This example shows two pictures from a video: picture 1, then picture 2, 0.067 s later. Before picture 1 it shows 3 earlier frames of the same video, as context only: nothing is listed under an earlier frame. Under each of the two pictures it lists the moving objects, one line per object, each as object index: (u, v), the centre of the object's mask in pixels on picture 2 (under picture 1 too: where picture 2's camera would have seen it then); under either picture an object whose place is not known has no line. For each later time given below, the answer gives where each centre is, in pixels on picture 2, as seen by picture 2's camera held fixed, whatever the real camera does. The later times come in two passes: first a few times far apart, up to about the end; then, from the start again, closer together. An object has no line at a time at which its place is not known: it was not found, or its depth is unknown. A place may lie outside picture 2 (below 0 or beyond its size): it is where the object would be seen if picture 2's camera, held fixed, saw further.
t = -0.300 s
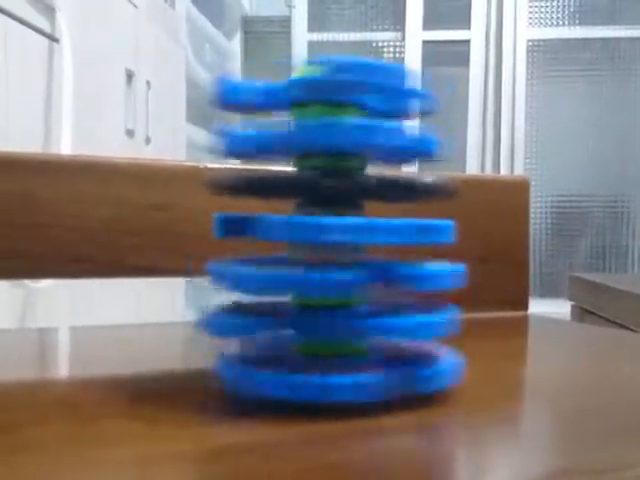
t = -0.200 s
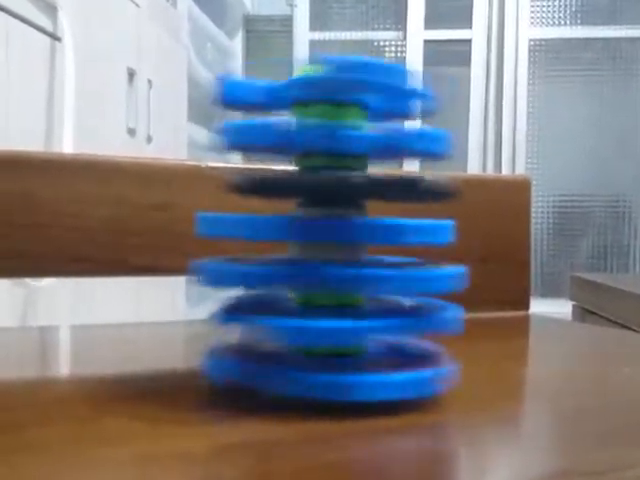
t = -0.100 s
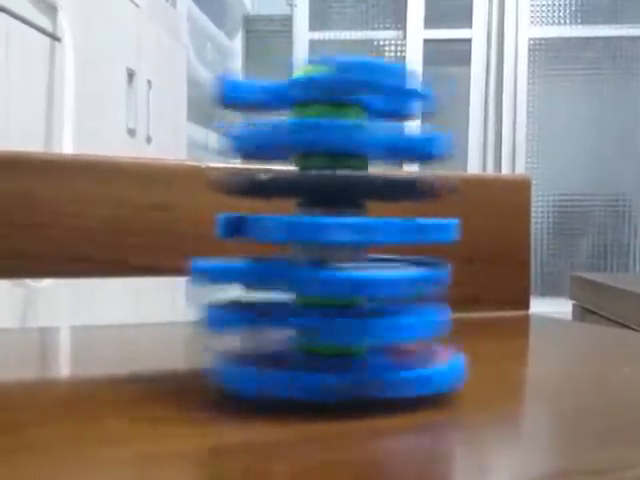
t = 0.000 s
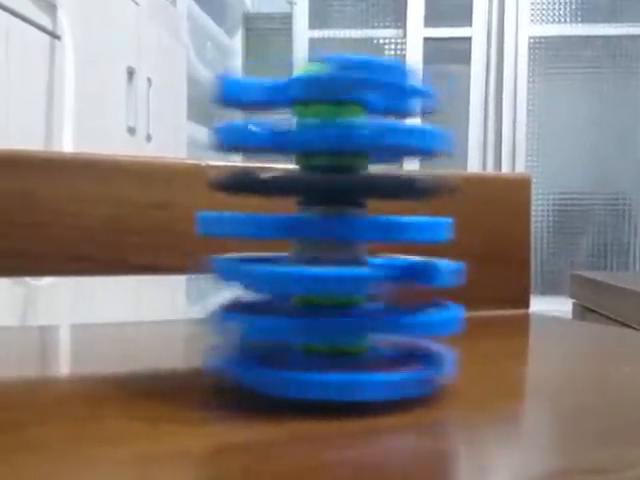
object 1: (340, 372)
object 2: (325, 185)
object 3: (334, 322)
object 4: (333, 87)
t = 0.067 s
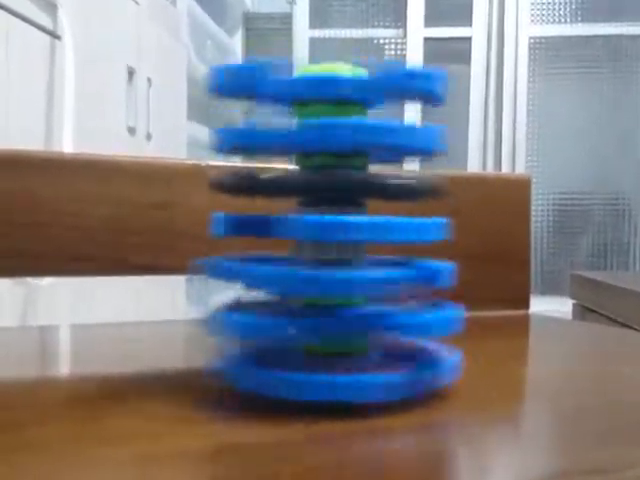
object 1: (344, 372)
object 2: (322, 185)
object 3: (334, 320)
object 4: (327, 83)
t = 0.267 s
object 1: (344, 374)
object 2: (331, 184)
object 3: (334, 321)
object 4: (325, 85)
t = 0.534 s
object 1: (341, 374)
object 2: (322, 183)
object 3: (336, 320)
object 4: (334, 86)
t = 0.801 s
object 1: (339, 373)
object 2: (328, 184)
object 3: (336, 318)
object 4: (329, 85)
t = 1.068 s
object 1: (340, 372)
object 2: (327, 183)
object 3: (331, 321)
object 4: (331, 86)
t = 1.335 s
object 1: (345, 373)
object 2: (325, 184)
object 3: (335, 320)
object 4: (329, 84)
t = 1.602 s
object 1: (342, 373)
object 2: (344, 186)
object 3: (336, 320)
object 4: (330, 85)
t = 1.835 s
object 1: (337, 373)
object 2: (328, 183)
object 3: (333, 320)
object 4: (330, 84)
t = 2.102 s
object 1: (340, 371)
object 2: (327, 184)
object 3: (335, 320)
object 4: (332, 86)
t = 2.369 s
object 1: (339, 372)
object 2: (326, 184)
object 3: (337, 319)
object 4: (326, 84)
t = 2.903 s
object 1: (339, 373)
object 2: (324, 184)
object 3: (341, 319)
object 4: (331, 85)
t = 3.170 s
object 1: (340, 373)
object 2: (325, 184)
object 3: (337, 321)
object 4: (329, 83)
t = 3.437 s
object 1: (339, 373)
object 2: (320, 184)
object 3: (338, 322)
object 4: (328, 85)
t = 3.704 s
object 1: (337, 372)
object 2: (328, 185)
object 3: (332, 321)
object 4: (334, 86)
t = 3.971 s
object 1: (335, 371)
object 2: (320, 184)
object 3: (333, 321)
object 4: (325, 83)
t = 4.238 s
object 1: (334, 372)
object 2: (328, 185)
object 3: (331, 322)
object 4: (323, 85)
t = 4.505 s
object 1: (334, 372)
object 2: (327, 185)
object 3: (334, 322)
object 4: (335, 88)
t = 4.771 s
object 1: (333, 371)
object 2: (319, 185)
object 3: (337, 321)
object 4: (332, 86)
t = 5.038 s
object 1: (334, 372)
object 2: (336, 186)
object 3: (338, 321)
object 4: (332, 84)
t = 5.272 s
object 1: (343, 375)
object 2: (325, 185)
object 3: (339, 321)
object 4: (332, 86)
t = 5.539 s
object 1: (340, 375)
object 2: (332, 183)
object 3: (335, 320)
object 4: (330, 83)
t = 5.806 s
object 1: (342, 375)
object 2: (324, 184)
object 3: (335, 320)
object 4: (323, 82)
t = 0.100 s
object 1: (341, 374)
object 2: (330, 185)
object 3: (339, 319)
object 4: (332, 87)
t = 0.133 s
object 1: (344, 372)
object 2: (327, 184)
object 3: (335, 320)
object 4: (331, 86)
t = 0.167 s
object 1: (338, 373)
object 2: (328, 184)
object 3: (344, 319)
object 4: (326, 84)
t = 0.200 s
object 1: (344, 375)
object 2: (332, 184)
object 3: (334, 322)
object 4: (330, 86)
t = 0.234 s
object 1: (340, 373)
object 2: (325, 184)
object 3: (337, 321)
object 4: (332, 86)
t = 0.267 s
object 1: (344, 374)
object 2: (331, 184)
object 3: (334, 321)
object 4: (325, 85)
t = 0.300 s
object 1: (336, 372)
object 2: (321, 184)
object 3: (335, 320)
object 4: (330, 85)
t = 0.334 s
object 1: (342, 373)
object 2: (328, 184)
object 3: (336, 320)
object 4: (330, 85)
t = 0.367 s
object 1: (336, 372)
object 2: (325, 183)
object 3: (334, 320)
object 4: (326, 84)
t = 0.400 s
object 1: (341, 373)
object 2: (324, 184)
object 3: (339, 319)
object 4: (329, 85)
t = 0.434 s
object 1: (337, 371)
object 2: (329, 184)
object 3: (335, 320)
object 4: (333, 85)
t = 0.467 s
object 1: (343, 374)
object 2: (322, 184)
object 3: (335, 319)
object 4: (330, 85)
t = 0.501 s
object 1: (342, 371)
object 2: (332, 184)
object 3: (332, 321)
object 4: (324, 84)
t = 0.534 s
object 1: (341, 374)
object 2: (322, 183)
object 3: (336, 320)
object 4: (334, 86)
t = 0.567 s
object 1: (346, 372)
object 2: (327, 184)
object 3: (333, 321)
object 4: (331, 85)
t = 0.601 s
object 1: (339, 374)
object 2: (326, 183)
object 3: (335, 320)
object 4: (330, 85)
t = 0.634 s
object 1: (346, 373)
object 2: (323, 184)
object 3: (333, 320)
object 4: (335, 87)
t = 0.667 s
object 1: (339, 373)
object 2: (332, 183)
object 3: (341, 319)
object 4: (332, 84)
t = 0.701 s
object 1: (344, 372)
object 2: (323, 183)
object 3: (337, 319)
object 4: (326, 84)
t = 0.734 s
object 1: (338, 373)
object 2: (330, 183)
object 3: (337, 320)
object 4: (338, 87)
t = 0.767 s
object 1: (344, 374)
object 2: (321, 184)
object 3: (334, 321)
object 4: (333, 86)
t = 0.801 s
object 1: (339, 373)
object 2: (328, 184)
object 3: (336, 318)
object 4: (329, 85)
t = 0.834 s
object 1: (345, 374)
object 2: (325, 184)
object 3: (335, 320)
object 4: (339, 88)
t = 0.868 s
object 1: (340, 373)
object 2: (325, 183)
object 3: (339, 320)
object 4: (332, 86)
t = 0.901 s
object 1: (344, 374)
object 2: (332, 184)
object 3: (337, 321)
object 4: (327, 86)
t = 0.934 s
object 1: (340, 372)
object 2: (319, 183)
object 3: (333, 321)
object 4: (338, 88)
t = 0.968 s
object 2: (330, 184)
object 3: (336, 321)
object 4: (330, 86)
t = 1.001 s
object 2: (319, 183)
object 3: (332, 321)
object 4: (324, 84)
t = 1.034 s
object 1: (344, 374)
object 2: (327, 183)
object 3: (336, 320)
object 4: (335, 87)
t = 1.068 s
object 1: (340, 372)
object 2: (327, 183)
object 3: (331, 321)
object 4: (331, 86)
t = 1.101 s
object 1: (343, 374)
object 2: (323, 183)
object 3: (337, 320)
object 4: (327, 84)
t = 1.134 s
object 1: (343, 373)
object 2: (331, 184)
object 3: (333, 320)
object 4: (333, 87)
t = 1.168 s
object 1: (342, 375)
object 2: (324, 184)
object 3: (335, 320)
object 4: (331, 86)
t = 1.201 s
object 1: (347, 372)
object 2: (331, 184)
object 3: (332, 320)
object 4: (326, 84)
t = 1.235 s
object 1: (342, 373)
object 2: (322, 184)
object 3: (339, 320)
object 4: (329, 86)
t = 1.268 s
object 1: (345, 372)
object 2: (329, 184)
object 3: (330, 322)
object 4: (334, 86)
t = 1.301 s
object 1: (341, 373)
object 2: (329, 184)
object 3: (339, 320)
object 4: (331, 82)
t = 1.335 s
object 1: (345, 373)
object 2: (325, 184)
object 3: (335, 320)
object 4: (329, 84)
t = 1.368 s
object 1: (343, 373)
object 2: (334, 184)
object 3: (340, 319)
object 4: (337, 86)
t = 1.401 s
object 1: (342, 372)
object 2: (323, 183)
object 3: (336, 320)
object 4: (331, 84)
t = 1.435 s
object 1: (339, 374)
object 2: (332, 184)
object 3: (337, 320)
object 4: (330, 84)
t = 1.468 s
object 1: (340, 373)
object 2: (322, 183)
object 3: (335, 320)
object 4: (337, 86)
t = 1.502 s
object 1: (339, 372)
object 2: (328, 184)
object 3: (340, 321)
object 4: (332, 85)
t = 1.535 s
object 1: (341, 372)
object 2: (326, 183)
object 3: (334, 321)
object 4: (325, 84)
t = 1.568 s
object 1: (340, 372)
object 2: (328, 184)
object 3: (338, 321)
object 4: (337, 87)
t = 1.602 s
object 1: (342, 373)
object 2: (344, 186)
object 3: (336, 320)
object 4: (330, 85)
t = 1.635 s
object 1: (338, 372)
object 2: (325, 183)
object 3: (334, 320)
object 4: (326, 83)
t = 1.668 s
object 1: (340, 373)
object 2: (331, 183)
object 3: (339, 320)
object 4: (333, 86)
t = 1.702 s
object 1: (337, 373)
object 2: (320, 183)
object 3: (333, 321)
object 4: (333, 85)
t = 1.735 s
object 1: (342, 374)
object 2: (331, 183)
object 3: (342, 319)
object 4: (329, 84)
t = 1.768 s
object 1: (340, 371)
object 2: (322, 183)
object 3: (333, 321)
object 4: (330, 85)
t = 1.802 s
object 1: (343, 374)
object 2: (328, 183)
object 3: (337, 319)
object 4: (334, 86)
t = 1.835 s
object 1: (337, 373)
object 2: (328, 183)
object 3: (333, 320)
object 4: (330, 84)
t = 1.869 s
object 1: (342, 374)
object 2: (326, 183)
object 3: (340, 320)
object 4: (329, 85)
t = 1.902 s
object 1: (345, 373)
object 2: (331, 183)
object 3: (333, 321)
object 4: (336, 86)
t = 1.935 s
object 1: (341, 374)
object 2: (321, 183)
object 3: (341, 319)
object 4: (327, 85)
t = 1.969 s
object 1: (346, 372)
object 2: (330, 183)
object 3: (333, 320)
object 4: (325, 85)
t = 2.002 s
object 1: (339, 373)
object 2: (321, 183)
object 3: (339, 319)
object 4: (334, 86)
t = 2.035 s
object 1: (340, 371)
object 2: (326, 184)
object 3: (335, 319)
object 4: (331, 85)
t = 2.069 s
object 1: (339, 373)
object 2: (327, 184)
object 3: (339, 320)
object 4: (324, 83)
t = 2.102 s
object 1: (340, 371)
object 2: (327, 184)
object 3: (335, 320)
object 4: (332, 86)
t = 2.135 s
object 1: (340, 373)
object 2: (330, 184)
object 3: (339, 320)
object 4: (329, 86)
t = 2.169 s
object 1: (341, 371)
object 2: (321, 184)
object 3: (334, 320)
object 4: (327, 83)
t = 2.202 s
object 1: (338, 372)
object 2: (329, 185)
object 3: (337, 320)
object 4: (326, 85)
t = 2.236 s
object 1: (340, 372)
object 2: (321, 184)
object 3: (336, 320)
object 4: (333, 85)
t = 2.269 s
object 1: (337, 372)
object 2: (328, 184)
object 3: (337, 320)
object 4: (326, 82)
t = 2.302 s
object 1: (343, 374)
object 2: (321, 184)
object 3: (336, 320)
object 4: (327, 85)
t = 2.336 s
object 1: (337, 372)
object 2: (323, 185)
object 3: (337, 320)
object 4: (334, 86)
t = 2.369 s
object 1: (339, 372)
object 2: (326, 184)
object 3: (337, 319)
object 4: (326, 84)
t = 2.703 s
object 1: (342, 373)
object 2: (323, 185)
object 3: (342, 319)
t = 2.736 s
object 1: (336, 370)
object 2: (329, 186)
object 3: (335, 321)
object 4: (324, 84)
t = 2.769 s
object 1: (341, 373)
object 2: (320, 185)
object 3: (341, 319)
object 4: (334, 87)
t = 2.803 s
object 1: (335, 372)
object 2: (328, 186)
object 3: (334, 321)
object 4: (330, 85)
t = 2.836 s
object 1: (340, 374)
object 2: (321, 185)
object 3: (339, 320)
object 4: (324, 84)
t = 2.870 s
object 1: (340, 372)
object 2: (324, 185)
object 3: (333, 321)
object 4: (325, 86)
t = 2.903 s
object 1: (339, 373)
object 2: (324, 184)
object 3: (341, 319)
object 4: (331, 85)
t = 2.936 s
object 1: (343, 372)
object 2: (321, 185)
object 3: (331, 320)
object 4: (327, 83)
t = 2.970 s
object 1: (340, 373)
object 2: (327, 184)
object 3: (338, 320)
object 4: (322, 84)
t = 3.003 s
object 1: (343, 373)
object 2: (322, 184)
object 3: (332, 320)
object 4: (336, 86)
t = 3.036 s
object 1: (339, 373)
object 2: (331, 185)
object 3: (342, 320)
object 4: (331, 85)
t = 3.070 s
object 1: (340, 373)
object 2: (319, 184)
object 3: (332, 321)
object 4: (324, 83)
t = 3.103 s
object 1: (339, 373)
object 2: (329, 184)
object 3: (339, 320)
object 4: (331, 86)
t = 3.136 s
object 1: (343, 373)
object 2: (319, 184)
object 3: (332, 321)
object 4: (332, 84)
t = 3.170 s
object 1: (340, 373)
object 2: (325, 184)
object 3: (337, 321)
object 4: (329, 83)
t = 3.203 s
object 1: (340, 372)
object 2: (321, 184)
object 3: (331, 322)
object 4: (330, 85)
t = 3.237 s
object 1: (340, 374)
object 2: (320, 185)
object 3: (333, 322)
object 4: (333, 86)
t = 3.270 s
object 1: (340, 372)
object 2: (329, 184)
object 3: (336, 319)
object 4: (328, 84)
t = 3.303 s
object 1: (341, 373)
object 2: (320, 184)
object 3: (336, 320)
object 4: (323, 84)
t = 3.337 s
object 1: (341, 372)
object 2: (329, 185)
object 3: (333, 320)
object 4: (334, 87)
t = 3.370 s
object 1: (340, 373)
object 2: (318, 184)
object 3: (335, 320)
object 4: (331, 85)
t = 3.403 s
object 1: (340, 374)
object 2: (327, 184)
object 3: (333, 321)
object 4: (325, 83)
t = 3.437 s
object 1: (339, 373)
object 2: (320, 184)
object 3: (338, 322)
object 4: (328, 85)
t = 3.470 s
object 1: (342, 376)
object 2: (325, 185)
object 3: (334, 322)
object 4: (333, 86)
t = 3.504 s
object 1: (340, 372)
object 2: (321, 184)
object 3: (337, 322)
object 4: (327, 84)
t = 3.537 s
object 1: (341, 375)
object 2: (321, 185)
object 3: (334, 322)
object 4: (326, 85)
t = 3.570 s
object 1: (338, 373)
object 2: (326, 185)
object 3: (335, 320)
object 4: (335, 87)
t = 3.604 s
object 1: (341, 374)
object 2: (319, 185)
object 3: (338, 320)
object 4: (331, 85)
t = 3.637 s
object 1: (338, 373)
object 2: (329, 184)
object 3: (333, 321)
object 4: (322, 84)
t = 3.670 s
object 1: (340, 374)
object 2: (317, 184)
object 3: (338, 320)
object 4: (329, 85)
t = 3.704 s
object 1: (337, 372)
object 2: (328, 185)
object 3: (332, 321)
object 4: (334, 86)
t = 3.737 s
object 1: (339, 372)
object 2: (321, 184)
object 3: (336, 320)
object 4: (329, 83)
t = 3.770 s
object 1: (338, 372)
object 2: (329, 185)
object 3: (334, 320)
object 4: (323, 84)
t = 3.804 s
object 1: (341, 373)
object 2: (324, 184)
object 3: (339, 319)
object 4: (335, 86)
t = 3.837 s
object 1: (337, 371)
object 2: (326, 185)
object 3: (332, 322)
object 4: (332, 85)
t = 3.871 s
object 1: (342, 374)
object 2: (327, 184)
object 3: (339, 320)
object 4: (324, 83)
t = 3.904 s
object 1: (337, 372)
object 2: (324, 185)
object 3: (332, 321)
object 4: (329, 86)
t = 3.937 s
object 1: (345, 374)
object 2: (328, 184)
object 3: (341, 319)
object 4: (331, 86)
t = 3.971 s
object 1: (335, 371)
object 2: (320, 184)
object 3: (333, 321)
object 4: (325, 83)
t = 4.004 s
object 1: (342, 373)
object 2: (327, 185)
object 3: (343, 318)
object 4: (325, 85)
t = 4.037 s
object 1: (335, 372)
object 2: (320, 185)
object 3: (333, 321)
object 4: (334, 86)
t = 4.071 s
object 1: (341, 373)
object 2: (326, 185)
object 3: (343, 319)
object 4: (332, 84)
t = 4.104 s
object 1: (334, 371)
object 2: (321, 184)
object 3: (332, 321)
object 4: (324, 84)
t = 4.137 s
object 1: (341, 373)
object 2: (325, 185)
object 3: (339, 319)
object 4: (329, 86)
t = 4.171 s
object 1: (333, 371)
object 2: (323, 185)
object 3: (331, 321)
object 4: (332, 86)
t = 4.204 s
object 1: (342, 374)
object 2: (322, 185)
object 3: (336, 321)
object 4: (327, 84)
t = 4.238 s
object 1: (334, 372)
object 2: (328, 185)
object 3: (331, 322)
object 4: (323, 85)
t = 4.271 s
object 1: (341, 375)
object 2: (318, 185)
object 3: (342, 320)
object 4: (336, 87)
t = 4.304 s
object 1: (334, 372)
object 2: (330, 184)
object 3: (330, 321)
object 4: (332, 85)
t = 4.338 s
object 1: (341, 374)
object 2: (318, 184)
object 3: (344, 318)
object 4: (323, 84)
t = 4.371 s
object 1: (334, 372)
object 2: (329, 185)
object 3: (331, 321)
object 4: (328, 85)
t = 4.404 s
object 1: (340, 373)
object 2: (318, 185)
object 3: (338, 320)
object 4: (332, 85)
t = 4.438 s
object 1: (335, 372)
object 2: (329, 185)
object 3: (330, 321)
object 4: (331, 84)
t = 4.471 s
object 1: (341, 373)
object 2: (322, 185)
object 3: (338, 320)
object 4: (324, 83)
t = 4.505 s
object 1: (334, 372)
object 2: (327, 185)
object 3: (334, 322)
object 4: (335, 88)
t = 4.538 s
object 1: (341, 373)
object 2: (325, 185)
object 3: (340, 319)
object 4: (333, 85)
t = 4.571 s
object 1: (332, 372)
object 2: (322, 185)
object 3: (335, 322)
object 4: (325, 83)
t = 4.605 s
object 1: (341, 373)
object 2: (331, 185)
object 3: (340, 320)
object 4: (329, 85)
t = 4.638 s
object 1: (334, 373)
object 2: (322, 185)
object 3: (333, 323)
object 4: (334, 87)
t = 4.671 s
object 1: (340, 373)
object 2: (333, 185)
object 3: (341, 320)
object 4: (329, 84)
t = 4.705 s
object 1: (334, 371)
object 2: (320, 184)
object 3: (333, 321)
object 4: (323, 84)
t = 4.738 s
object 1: (342, 373)
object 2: (328, 184)
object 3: (342, 319)
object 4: (332, 86)
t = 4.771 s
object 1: (333, 371)
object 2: (319, 185)
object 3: (337, 321)
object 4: (332, 86)
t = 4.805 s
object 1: (340, 373)
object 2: (328, 185)
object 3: (338, 320)
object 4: (330, 84)
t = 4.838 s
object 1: (333, 372)
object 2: (323, 184)
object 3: (335, 321)
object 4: (327, 86)
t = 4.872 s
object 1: (341, 373)
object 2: (328, 185)
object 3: (338, 321)
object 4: (336, 86)
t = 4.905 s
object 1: (334, 372)
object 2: (325, 185)
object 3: (332, 321)
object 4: (332, 84)
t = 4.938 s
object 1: (343, 373)
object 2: (322, 184)
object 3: (339, 320)
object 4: (324, 82)
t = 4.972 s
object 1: (334, 372)
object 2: (328, 184)
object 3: (335, 321)
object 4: (329, 86)
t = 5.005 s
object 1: (342, 373)
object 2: (319, 185)
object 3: (341, 320)
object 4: (330, 85)
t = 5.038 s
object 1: (334, 372)
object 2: (336, 186)
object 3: (338, 321)
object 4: (332, 84)
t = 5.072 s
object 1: (342, 373)
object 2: (319, 185)
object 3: (340, 320)
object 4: (323, 84)
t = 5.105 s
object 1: (334, 373)
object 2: (331, 186)
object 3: (334, 322)
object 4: (336, 88)
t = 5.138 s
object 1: (343, 374)
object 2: (320, 185)
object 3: (337, 321)
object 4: (331, 86)
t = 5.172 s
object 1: (332, 373)
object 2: (330, 185)
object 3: (334, 322)
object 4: (328, 84)
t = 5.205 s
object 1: (342, 374)
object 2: (322, 184)
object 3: (338, 321)
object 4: (328, 85)
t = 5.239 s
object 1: (336, 374)
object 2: (327, 184)
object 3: (336, 321)
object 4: (337, 86)
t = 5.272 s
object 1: (343, 375)
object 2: (325, 185)
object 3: (339, 321)
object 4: (332, 86)
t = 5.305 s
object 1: (336, 373)
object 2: (324, 184)
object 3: (335, 322)
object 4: (323, 84)
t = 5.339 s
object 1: (342, 374)
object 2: (328, 184)
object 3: (340, 320)
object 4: (329, 86)
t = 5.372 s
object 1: (333, 372)
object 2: (323, 184)
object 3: (337, 321)
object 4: (334, 85)
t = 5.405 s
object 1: (342, 374)
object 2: (330, 184)
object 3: (338, 320)
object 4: (329, 83)
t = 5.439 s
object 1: (332, 373)
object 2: (322, 184)
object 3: (334, 322)
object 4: (325, 84)
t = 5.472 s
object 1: (341, 373)
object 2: (336, 184)
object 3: (335, 320)
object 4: (334, 87)
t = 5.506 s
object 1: (333, 373)
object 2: (320, 184)
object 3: (337, 320)
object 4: (332, 85)
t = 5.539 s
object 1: (340, 375)
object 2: (332, 183)
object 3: (335, 320)
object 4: (330, 83)
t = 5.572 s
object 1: (331, 373)
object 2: (319, 184)
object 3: (335, 322)
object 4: (329, 84)
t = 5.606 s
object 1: (340, 374)
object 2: (328, 184)
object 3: (338, 320)
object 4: (335, 86)
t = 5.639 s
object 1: (333, 373)
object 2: (320, 183)
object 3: (335, 322)
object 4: (330, 85)
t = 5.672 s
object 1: (340, 374)
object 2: (324, 183)
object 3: (337, 320)
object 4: (324, 83)
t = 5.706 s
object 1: (332, 372)
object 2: (326, 183)
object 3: (335, 321)
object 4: (329, 85)
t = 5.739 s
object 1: (341, 374)
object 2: (323, 184)
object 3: (335, 319)
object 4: (332, 85)
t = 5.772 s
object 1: (332, 372)
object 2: (330, 183)
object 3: (337, 320)
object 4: (329, 83)
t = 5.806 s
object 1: (342, 375)
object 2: (324, 184)
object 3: (335, 320)
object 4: (323, 82)
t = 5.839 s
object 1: (331, 373)
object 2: (334, 184)
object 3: (335, 320)
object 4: (330, 85)
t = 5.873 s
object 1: (341, 375)
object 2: (324, 184)
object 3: (336, 318)
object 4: (335, 84)
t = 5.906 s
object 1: (332, 373)
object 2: (337, 185)
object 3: (333, 321)
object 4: (332, 83)
